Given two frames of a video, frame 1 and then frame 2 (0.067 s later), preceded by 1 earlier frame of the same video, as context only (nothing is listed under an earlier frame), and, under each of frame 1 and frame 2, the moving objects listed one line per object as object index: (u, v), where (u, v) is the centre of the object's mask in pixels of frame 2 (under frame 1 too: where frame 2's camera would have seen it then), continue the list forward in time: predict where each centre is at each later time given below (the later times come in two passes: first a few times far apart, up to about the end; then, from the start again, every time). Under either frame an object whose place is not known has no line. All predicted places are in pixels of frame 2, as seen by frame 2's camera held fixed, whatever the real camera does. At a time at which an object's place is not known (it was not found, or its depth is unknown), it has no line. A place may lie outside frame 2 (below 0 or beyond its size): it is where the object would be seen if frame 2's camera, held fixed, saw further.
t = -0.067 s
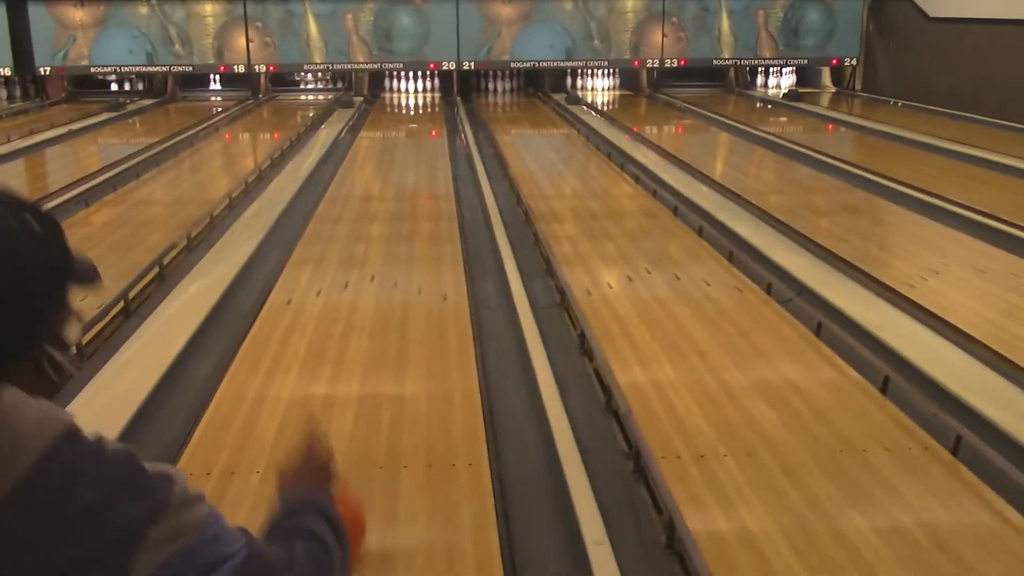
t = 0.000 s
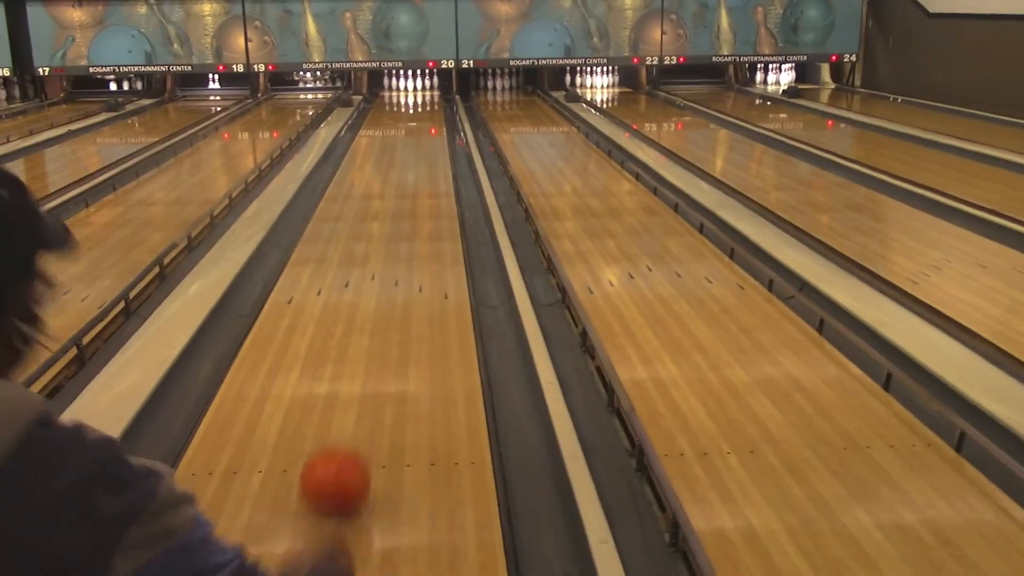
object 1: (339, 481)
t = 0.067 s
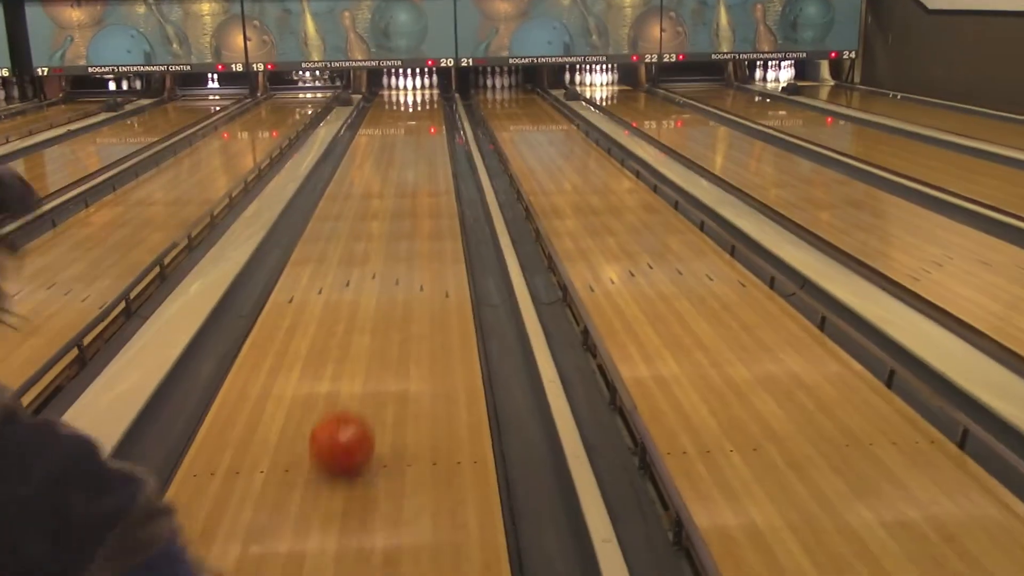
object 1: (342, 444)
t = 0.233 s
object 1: (350, 371)
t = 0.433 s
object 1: (356, 312)
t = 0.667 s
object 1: (361, 264)
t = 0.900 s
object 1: (365, 229)
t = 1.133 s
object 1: (368, 202)
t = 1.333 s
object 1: (371, 185)
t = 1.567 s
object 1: (373, 168)
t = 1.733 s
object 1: (374, 157)
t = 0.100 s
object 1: (344, 426)
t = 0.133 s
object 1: (345, 411)
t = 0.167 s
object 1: (347, 397)
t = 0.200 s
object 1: (348, 383)
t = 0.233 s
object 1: (350, 371)
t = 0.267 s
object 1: (351, 358)
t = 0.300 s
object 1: (352, 348)
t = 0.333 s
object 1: (353, 338)
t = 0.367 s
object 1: (354, 329)
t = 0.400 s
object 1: (355, 321)
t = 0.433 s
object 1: (356, 312)
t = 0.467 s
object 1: (357, 304)
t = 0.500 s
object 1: (357, 297)
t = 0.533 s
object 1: (358, 289)
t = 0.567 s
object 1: (358, 283)
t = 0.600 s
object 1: (359, 276)
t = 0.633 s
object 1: (360, 270)
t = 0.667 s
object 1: (361, 264)
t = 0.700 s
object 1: (361, 258)
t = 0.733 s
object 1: (362, 253)
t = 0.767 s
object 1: (362, 248)
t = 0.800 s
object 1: (363, 243)
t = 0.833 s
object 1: (364, 238)
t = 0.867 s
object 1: (364, 234)
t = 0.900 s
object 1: (365, 229)
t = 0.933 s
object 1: (365, 225)
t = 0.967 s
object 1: (365, 221)
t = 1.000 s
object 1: (366, 217)
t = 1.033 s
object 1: (366, 213)
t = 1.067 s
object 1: (367, 209)
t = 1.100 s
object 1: (367, 206)
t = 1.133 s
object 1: (368, 202)
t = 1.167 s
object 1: (368, 200)
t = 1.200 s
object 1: (369, 196)
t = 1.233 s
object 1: (369, 193)
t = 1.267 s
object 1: (370, 190)
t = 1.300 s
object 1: (370, 187)
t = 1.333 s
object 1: (371, 185)
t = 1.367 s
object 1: (371, 182)
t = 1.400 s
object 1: (371, 179)
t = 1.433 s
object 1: (372, 177)
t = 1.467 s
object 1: (372, 175)
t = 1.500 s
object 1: (372, 172)
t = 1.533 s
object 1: (372, 170)
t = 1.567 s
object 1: (373, 168)
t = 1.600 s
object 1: (373, 165)
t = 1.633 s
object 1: (374, 163)
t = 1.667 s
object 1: (374, 161)
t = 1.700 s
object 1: (374, 160)
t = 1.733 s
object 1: (374, 157)
